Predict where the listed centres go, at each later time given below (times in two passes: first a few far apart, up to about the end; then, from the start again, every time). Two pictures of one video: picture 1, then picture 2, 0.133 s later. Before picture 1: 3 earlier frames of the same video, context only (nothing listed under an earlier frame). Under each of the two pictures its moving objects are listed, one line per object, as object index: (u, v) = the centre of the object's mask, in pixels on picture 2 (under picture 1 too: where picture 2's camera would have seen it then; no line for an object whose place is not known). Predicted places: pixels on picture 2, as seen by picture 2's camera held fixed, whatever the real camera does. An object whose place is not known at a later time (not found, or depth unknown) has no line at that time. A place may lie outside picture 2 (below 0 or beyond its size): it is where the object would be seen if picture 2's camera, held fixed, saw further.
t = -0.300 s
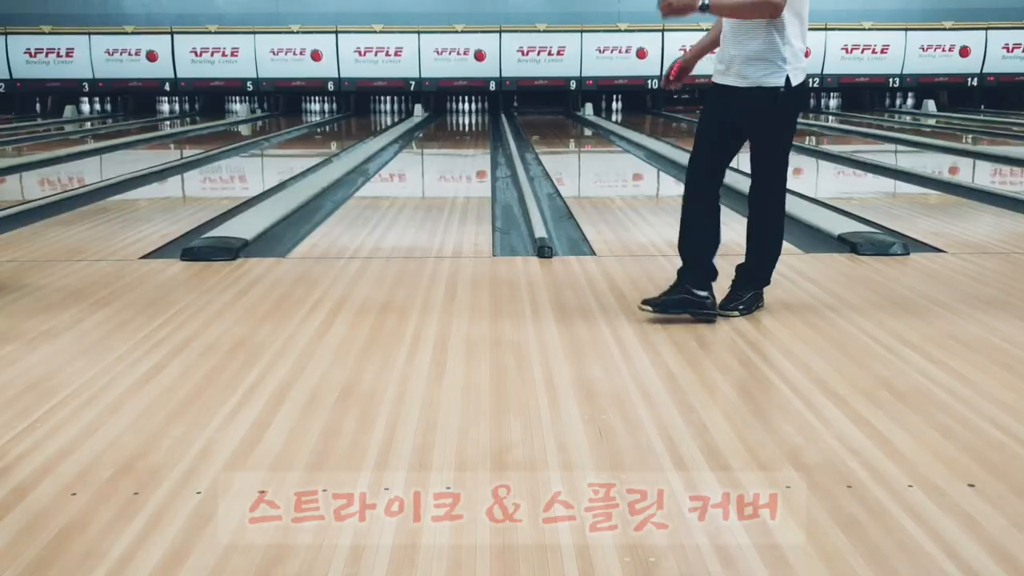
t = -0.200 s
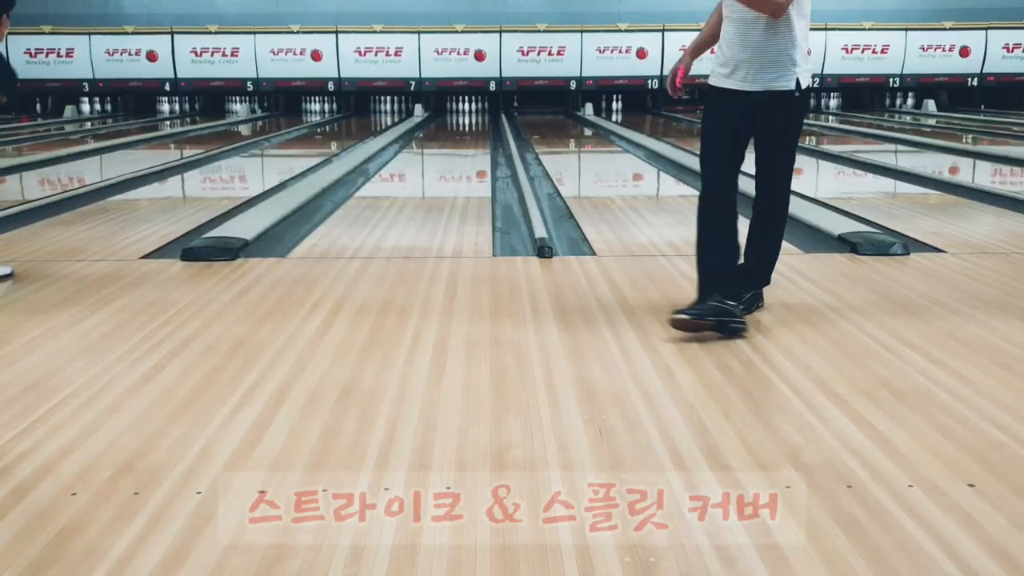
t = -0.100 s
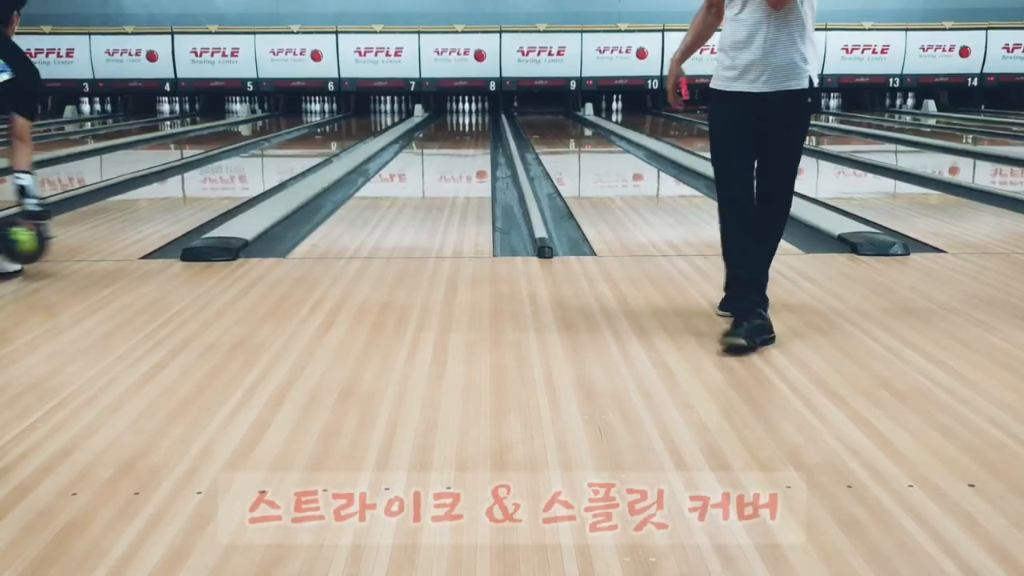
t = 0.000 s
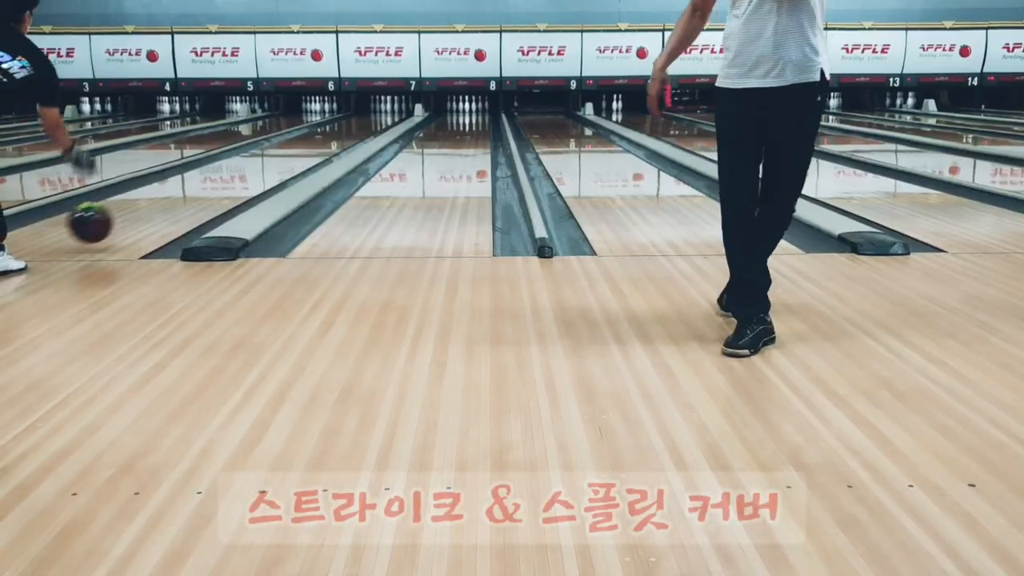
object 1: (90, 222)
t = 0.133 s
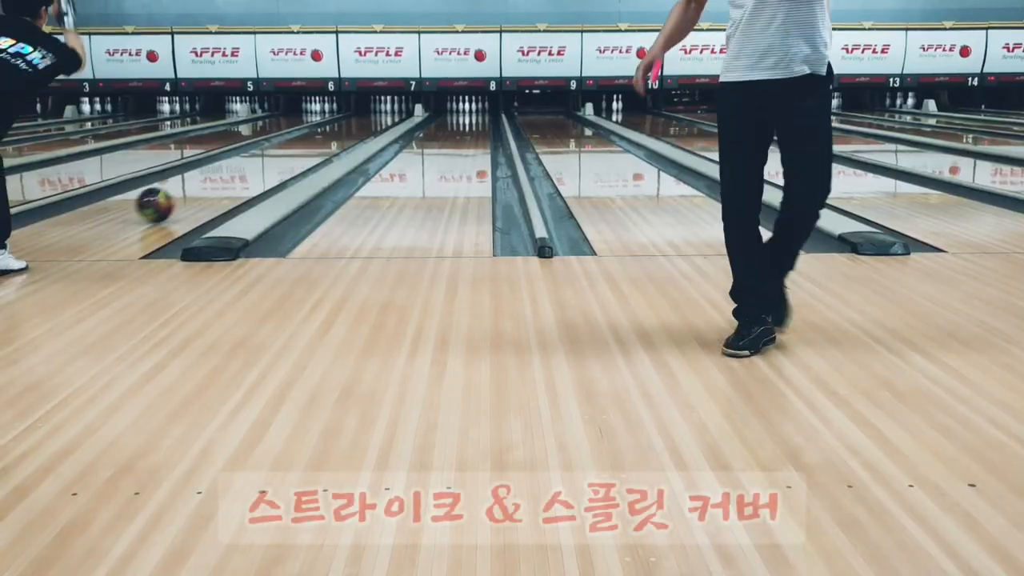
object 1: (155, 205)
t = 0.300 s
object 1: (211, 184)
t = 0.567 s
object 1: (271, 161)
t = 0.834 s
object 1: (309, 146)
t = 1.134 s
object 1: (339, 136)
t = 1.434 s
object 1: (360, 125)
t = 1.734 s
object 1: (376, 120)
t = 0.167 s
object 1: (168, 201)
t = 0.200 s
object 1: (180, 196)
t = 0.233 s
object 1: (191, 192)
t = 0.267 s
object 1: (202, 187)
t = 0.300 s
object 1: (211, 184)
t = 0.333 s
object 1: (220, 180)
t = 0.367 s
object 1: (229, 177)
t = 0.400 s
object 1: (237, 174)
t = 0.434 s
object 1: (244, 171)
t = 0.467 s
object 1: (251, 168)
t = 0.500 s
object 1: (259, 166)
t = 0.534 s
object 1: (265, 164)
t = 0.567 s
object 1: (271, 161)
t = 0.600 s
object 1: (277, 159)
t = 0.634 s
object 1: (282, 157)
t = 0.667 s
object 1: (287, 155)
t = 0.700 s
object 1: (292, 153)
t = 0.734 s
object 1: (297, 152)
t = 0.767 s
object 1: (301, 149)
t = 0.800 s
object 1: (305, 148)
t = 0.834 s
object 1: (309, 146)
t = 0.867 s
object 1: (314, 145)
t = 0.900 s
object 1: (317, 143)
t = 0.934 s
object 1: (320, 141)
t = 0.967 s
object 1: (323, 140)
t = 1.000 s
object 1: (327, 139)
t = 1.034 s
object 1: (331, 138)
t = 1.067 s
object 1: (334, 137)
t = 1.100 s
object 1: (336, 137)
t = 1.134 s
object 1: (339, 136)
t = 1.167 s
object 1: (342, 134)
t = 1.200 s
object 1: (344, 131)
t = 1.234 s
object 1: (346, 132)
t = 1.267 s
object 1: (351, 129)
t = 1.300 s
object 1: (353, 129)
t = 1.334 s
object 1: (354, 128)
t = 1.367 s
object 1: (356, 128)
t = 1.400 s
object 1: (358, 126)
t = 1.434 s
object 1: (360, 125)
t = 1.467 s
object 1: (363, 125)
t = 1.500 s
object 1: (365, 124)
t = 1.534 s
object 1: (366, 123)
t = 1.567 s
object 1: (367, 122)
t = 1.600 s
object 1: (370, 121)
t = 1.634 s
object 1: (371, 121)
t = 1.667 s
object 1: (372, 120)
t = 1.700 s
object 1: (374, 120)
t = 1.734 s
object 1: (376, 120)
